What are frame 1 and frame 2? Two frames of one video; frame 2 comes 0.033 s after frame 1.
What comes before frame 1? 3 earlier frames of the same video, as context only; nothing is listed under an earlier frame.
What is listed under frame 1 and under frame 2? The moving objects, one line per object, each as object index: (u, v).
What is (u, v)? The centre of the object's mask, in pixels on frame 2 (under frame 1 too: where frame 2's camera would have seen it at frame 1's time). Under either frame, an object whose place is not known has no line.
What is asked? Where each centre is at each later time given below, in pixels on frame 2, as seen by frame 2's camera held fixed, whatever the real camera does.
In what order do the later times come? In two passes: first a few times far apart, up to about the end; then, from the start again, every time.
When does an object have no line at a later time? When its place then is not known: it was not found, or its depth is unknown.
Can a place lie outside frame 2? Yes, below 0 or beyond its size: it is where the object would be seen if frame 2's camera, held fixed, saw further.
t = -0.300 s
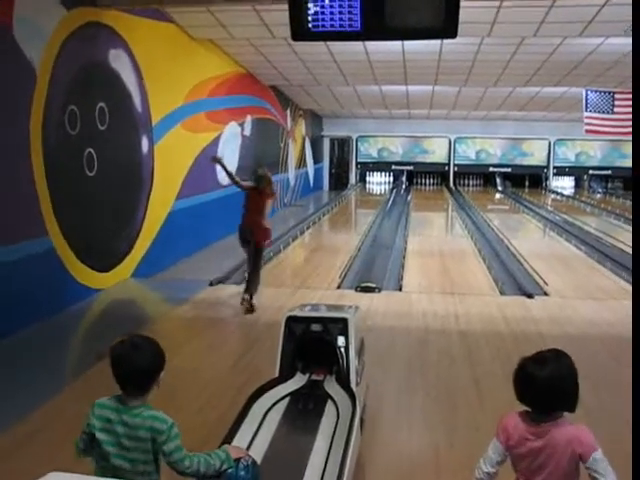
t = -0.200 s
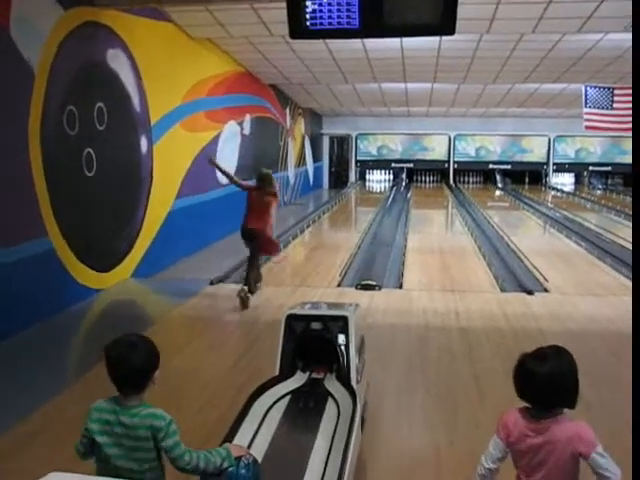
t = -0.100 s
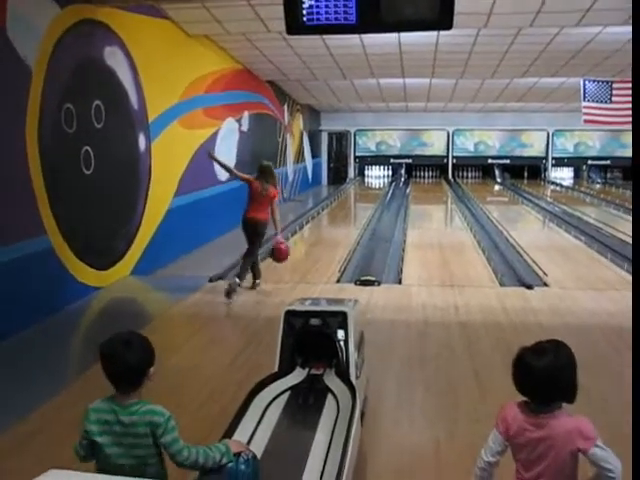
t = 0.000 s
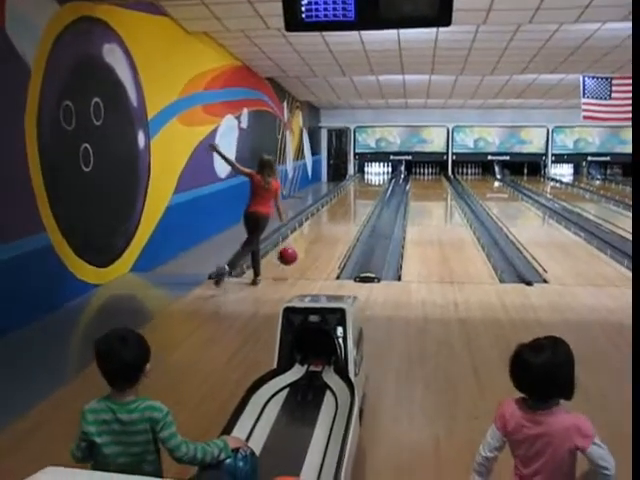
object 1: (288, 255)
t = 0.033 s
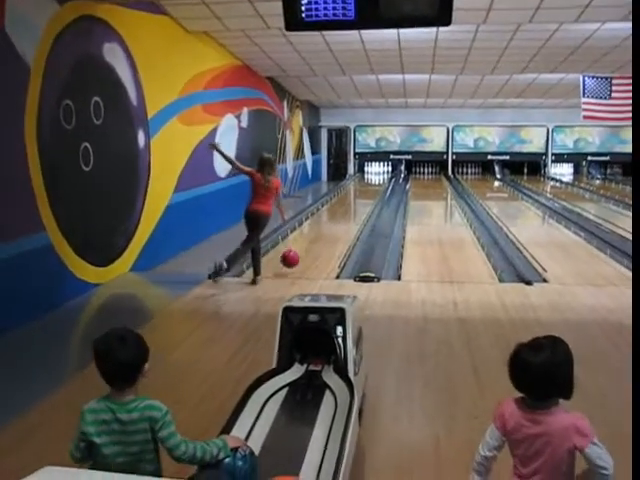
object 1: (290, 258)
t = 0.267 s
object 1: (307, 248)
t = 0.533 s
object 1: (318, 233)
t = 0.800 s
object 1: (325, 220)
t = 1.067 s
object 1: (333, 212)
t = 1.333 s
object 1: (337, 206)
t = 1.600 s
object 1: (341, 200)
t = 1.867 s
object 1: (344, 195)
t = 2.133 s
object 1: (349, 190)
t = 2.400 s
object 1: (349, 188)
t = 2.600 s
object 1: (350, 185)
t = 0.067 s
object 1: (293, 261)
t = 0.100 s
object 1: (295, 257)
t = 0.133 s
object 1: (298, 255)
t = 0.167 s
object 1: (299, 252)
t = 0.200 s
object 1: (301, 250)
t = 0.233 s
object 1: (304, 250)
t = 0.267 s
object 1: (307, 248)
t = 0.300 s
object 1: (308, 246)
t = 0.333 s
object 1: (310, 244)
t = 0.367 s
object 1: (311, 241)
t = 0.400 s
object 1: (313, 240)
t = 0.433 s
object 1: (317, 238)
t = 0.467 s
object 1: (317, 236)
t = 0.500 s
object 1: (317, 235)
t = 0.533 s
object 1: (318, 233)
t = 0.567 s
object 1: (319, 232)
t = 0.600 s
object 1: (320, 230)
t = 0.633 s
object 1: (321, 228)
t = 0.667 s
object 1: (322, 227)
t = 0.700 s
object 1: (324, 224)
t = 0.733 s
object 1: (325, 222)
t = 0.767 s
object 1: (325, 221)
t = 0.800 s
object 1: (325, 220)
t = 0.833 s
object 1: (326, 219)
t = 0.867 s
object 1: (327, 218)
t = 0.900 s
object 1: (328, 217)
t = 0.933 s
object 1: (330, 216)
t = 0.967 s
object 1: (330, 215)
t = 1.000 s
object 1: (331, 214)
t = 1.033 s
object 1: (332, 213)
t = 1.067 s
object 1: (333, 212)
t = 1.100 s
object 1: (332, 212)
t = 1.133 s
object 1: (334, 210)
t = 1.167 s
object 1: (335, 209)
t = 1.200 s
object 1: (334, 209)
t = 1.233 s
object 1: (336, 208)
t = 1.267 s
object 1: (336, 208)
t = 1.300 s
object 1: (336, 207)
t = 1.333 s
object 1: (337, 206)
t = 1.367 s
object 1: (338, 205)
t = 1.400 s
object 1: (338, 204)
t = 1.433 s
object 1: (340, 202)
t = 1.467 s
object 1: (340, 202)
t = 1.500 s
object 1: (340, 202)
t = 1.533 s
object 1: (340, 202)
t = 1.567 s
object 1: (341, 201)
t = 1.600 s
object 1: (341, 200)
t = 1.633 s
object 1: (342, 200)
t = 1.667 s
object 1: (343, 198)
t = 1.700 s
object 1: (343, 198)
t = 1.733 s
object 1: (344, 196)
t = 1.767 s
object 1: (344, 196)
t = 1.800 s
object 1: (344, 196)
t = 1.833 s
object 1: (344, 195)
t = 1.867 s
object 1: (344, 195)
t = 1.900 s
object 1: (344, 195)
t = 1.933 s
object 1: (344, 195)
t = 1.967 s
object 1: (346, 193)
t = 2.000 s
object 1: (347, 192)
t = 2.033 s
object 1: (347, 192)
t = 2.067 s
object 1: (347, 192)
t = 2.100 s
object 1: (349, 190)
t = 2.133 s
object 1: (349, 190)
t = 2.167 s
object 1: (349, 190)
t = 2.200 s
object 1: (349, 190)
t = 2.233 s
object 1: (349, 190)
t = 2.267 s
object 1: (349, 189)
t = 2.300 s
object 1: (349, 189)
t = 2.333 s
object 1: (349, 189)
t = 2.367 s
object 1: (349, 188)
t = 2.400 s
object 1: (349, 188)
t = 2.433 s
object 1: (349, 187)
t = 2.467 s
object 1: (350, 188)
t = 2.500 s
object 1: (350, 186)
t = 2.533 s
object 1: (351, 186)
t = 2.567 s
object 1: (350, 185)
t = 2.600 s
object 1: (350, 185)
